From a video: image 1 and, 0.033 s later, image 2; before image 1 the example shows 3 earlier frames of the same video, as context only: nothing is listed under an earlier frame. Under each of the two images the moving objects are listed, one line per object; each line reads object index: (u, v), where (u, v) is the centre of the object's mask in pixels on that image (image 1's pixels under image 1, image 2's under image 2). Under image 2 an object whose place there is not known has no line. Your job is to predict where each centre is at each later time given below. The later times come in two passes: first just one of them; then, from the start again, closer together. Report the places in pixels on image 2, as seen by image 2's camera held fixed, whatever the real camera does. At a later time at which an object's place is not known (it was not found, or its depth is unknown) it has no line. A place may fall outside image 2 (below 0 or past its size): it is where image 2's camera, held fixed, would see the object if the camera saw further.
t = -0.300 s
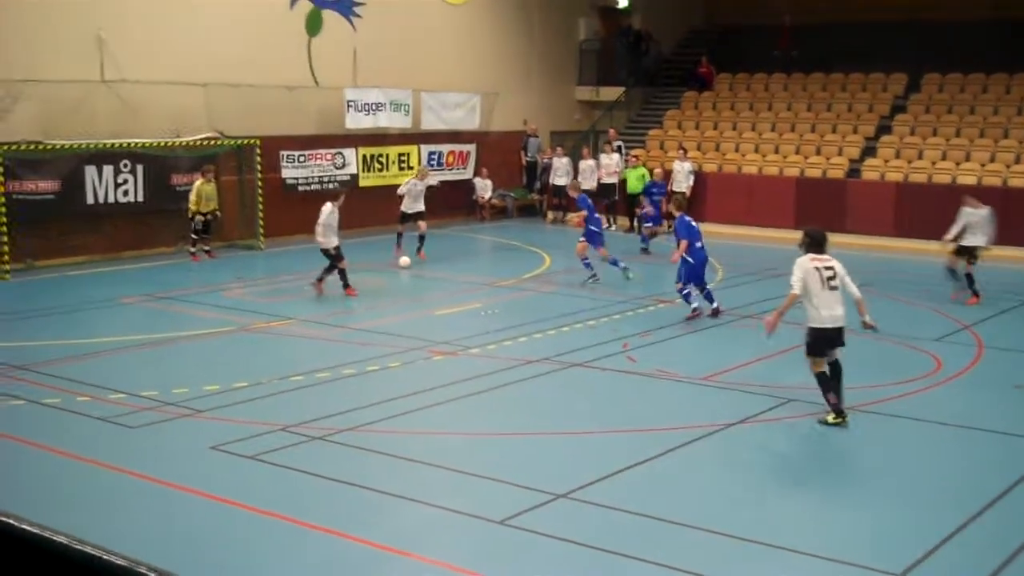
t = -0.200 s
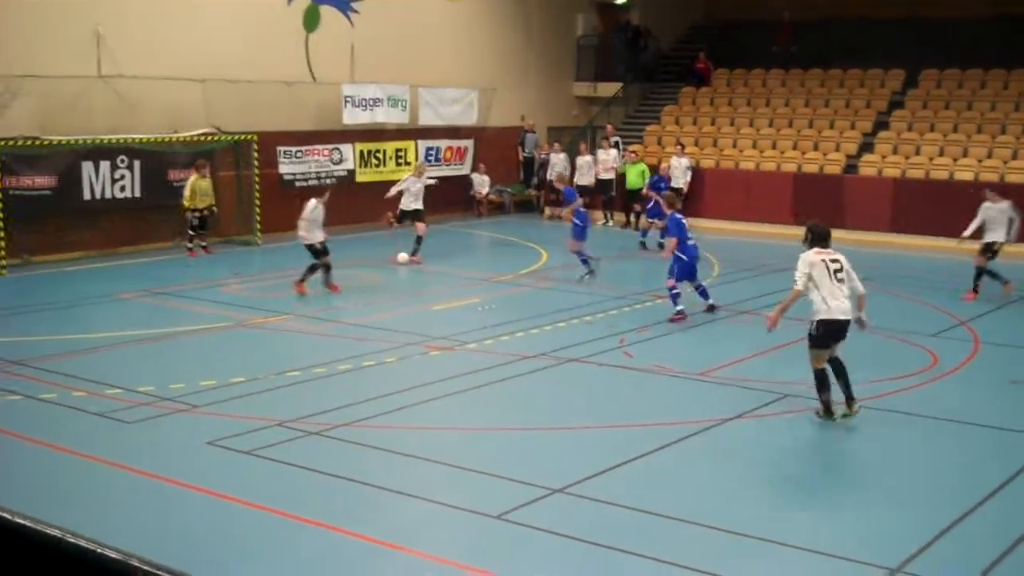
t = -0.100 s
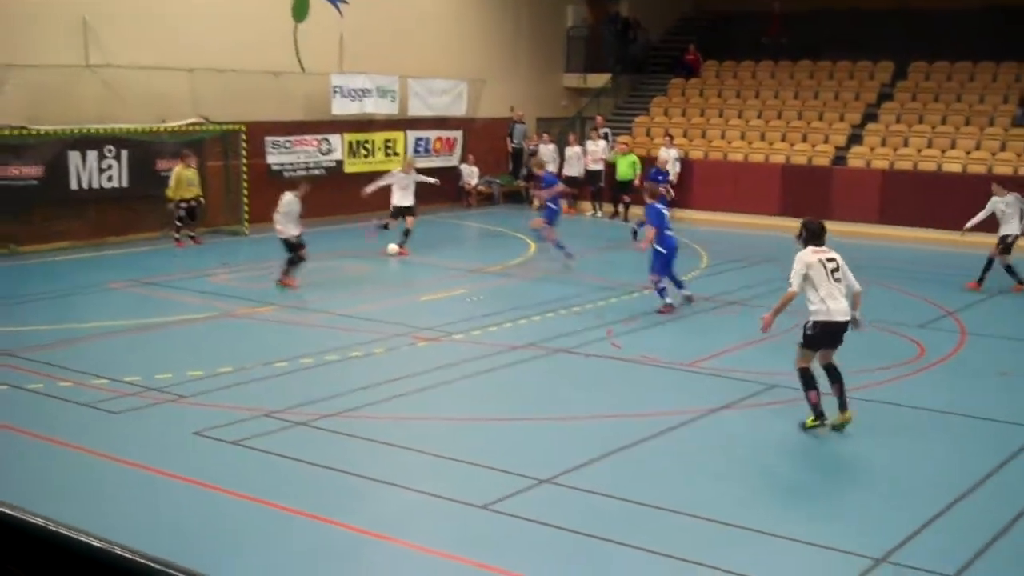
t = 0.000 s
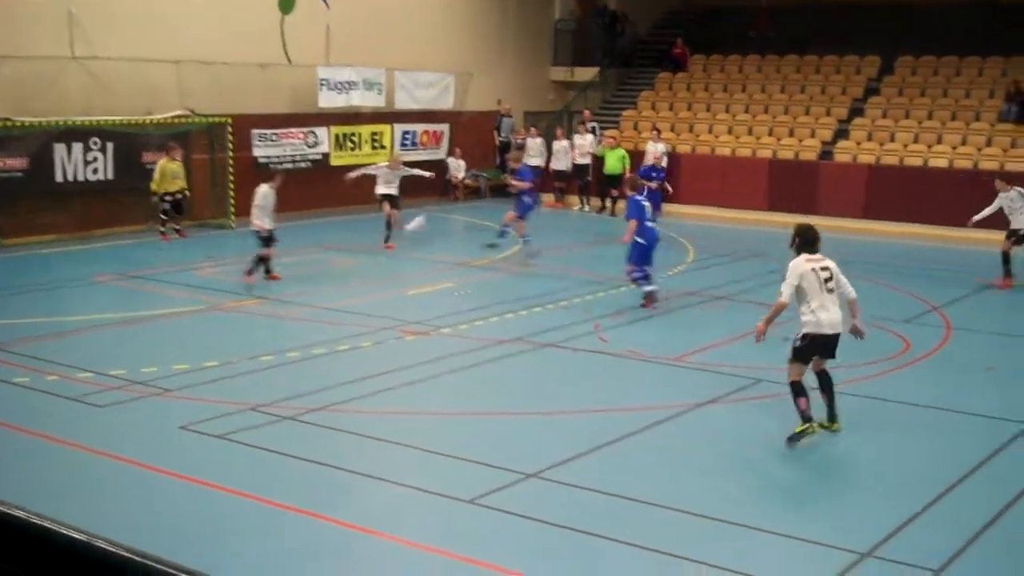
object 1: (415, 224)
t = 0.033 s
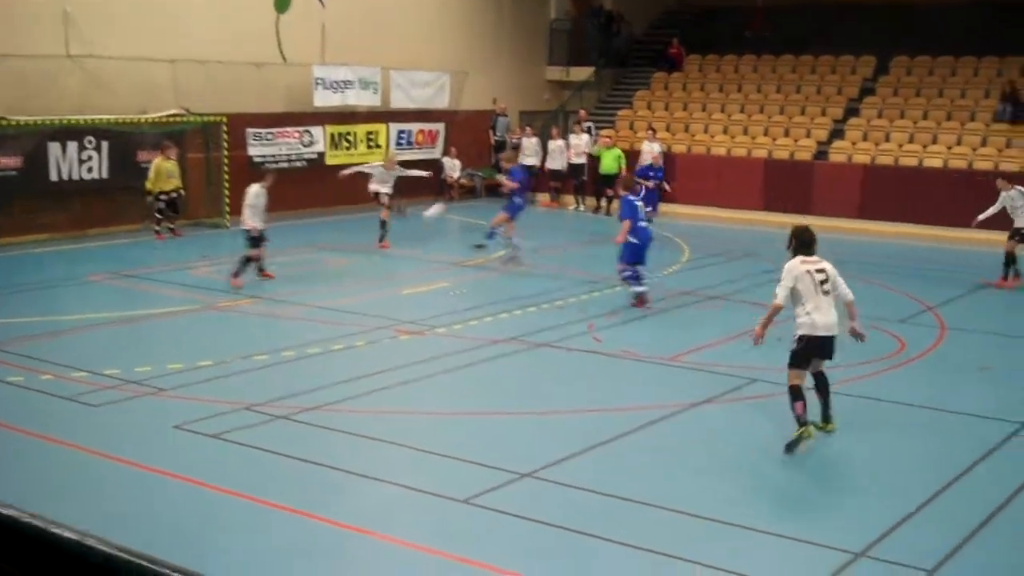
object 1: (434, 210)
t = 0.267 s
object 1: (602, 135)
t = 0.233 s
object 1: (574, 147)
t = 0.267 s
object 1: (602, 135)
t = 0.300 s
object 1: (627, 125)
